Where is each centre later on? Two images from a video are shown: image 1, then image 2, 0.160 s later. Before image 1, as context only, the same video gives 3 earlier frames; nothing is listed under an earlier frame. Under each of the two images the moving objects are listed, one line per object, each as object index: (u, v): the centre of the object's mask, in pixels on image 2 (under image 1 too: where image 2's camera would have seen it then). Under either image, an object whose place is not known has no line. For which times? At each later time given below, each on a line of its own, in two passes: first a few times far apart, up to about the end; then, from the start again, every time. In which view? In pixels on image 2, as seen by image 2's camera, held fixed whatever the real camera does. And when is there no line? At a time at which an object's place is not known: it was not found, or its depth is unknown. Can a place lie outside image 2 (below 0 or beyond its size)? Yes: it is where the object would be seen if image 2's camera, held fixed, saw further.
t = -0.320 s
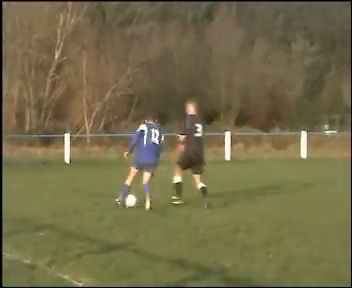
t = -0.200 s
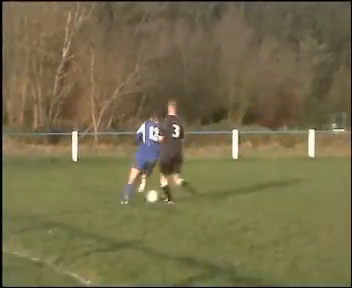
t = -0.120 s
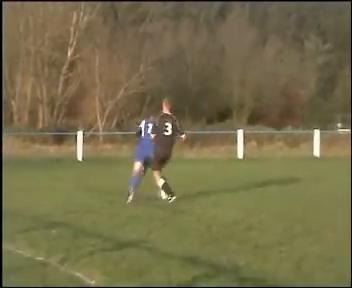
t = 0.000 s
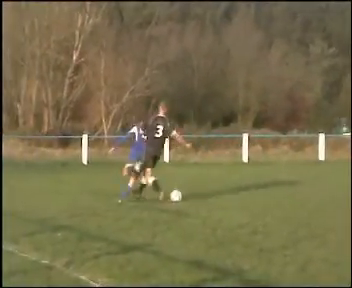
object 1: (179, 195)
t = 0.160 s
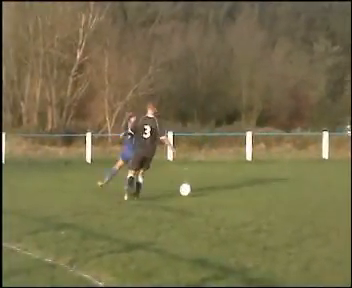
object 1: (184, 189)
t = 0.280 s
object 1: (188, 192)
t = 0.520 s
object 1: (193, 188)
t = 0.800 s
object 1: (197, 185)
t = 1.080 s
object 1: (201, 183)
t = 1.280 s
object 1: (205, 181)
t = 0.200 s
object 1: (186, 190)
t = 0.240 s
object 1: (187, 191)
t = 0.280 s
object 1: (188, 192)
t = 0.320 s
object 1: (189, 191)
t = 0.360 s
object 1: (189, 189)
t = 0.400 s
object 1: (190, 187)
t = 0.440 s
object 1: (191, 187)
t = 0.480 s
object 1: (192, 188)
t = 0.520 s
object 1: (193, 188)
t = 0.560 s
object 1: (194, 188)
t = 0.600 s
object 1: (195, 187)
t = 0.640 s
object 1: (196, 185)
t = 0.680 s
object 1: (196, 184)
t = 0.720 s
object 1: (195, 185)
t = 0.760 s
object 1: (197, 185)
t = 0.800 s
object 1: (197, 185)
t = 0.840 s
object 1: (198, 186)
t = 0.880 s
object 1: (199, 184)
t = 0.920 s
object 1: (199, 184)
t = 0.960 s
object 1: (200, 184)
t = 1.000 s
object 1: (201, 184)
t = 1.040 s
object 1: (201, 184)
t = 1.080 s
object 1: (201, 183)
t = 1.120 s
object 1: (203, 182)
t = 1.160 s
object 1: (203, 181)
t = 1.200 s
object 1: (203, 180)
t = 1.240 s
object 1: (204, 180)
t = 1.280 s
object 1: (205, 181)
